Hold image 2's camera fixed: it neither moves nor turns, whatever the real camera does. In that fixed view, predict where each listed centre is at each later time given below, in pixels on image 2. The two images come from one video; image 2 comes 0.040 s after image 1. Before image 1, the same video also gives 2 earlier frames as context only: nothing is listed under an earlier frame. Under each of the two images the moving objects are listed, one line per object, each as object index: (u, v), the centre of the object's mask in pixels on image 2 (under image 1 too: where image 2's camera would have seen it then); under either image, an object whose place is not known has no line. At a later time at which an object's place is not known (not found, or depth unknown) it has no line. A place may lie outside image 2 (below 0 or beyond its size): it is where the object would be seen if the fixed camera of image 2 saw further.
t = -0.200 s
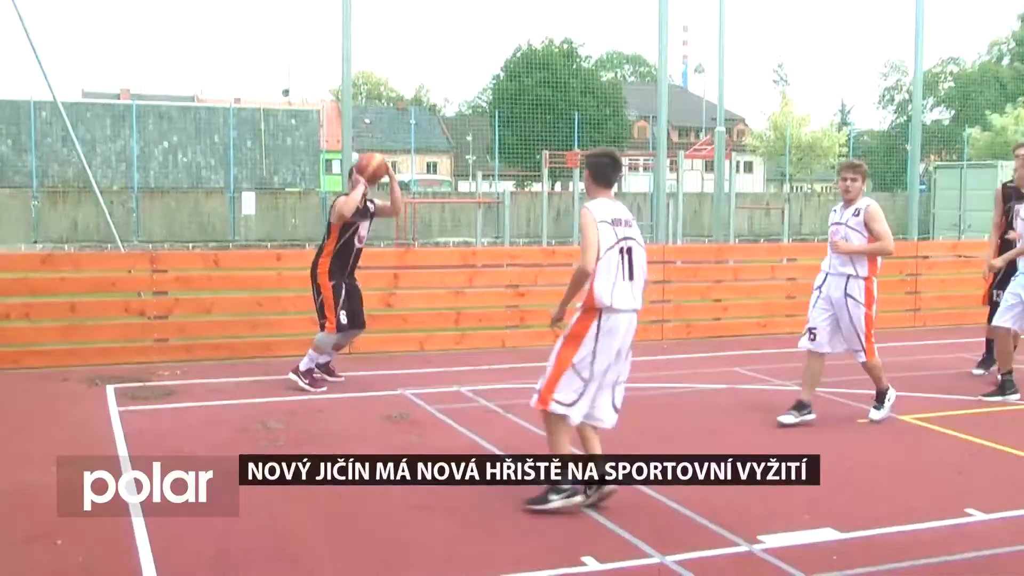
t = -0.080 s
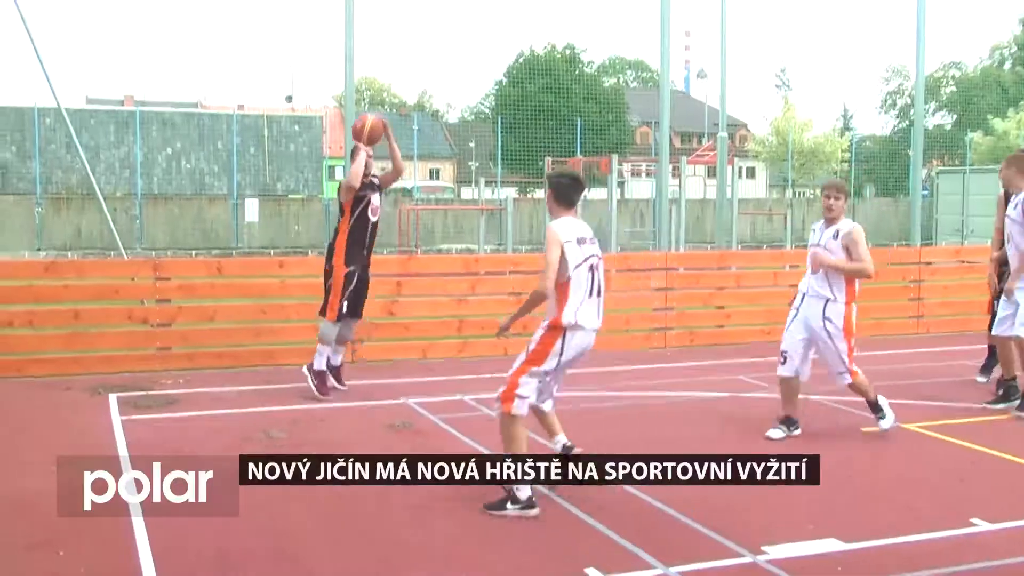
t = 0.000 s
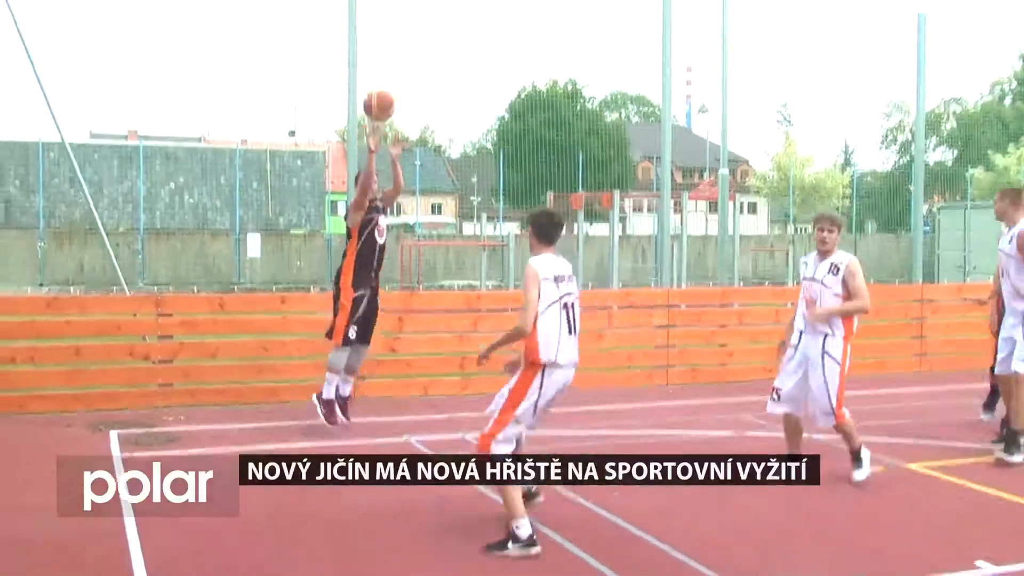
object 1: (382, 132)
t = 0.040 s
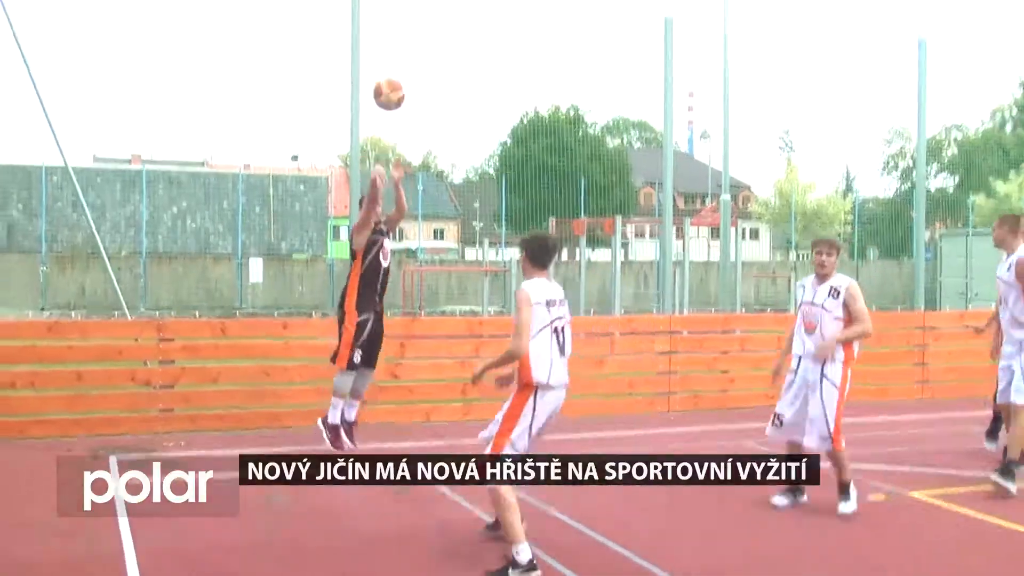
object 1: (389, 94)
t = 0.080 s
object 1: (396, 57)
